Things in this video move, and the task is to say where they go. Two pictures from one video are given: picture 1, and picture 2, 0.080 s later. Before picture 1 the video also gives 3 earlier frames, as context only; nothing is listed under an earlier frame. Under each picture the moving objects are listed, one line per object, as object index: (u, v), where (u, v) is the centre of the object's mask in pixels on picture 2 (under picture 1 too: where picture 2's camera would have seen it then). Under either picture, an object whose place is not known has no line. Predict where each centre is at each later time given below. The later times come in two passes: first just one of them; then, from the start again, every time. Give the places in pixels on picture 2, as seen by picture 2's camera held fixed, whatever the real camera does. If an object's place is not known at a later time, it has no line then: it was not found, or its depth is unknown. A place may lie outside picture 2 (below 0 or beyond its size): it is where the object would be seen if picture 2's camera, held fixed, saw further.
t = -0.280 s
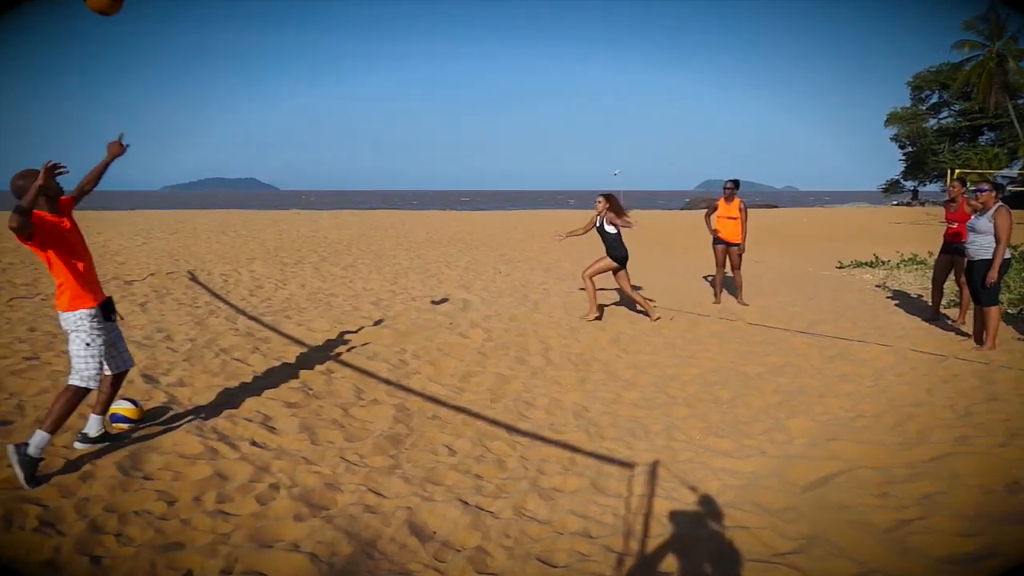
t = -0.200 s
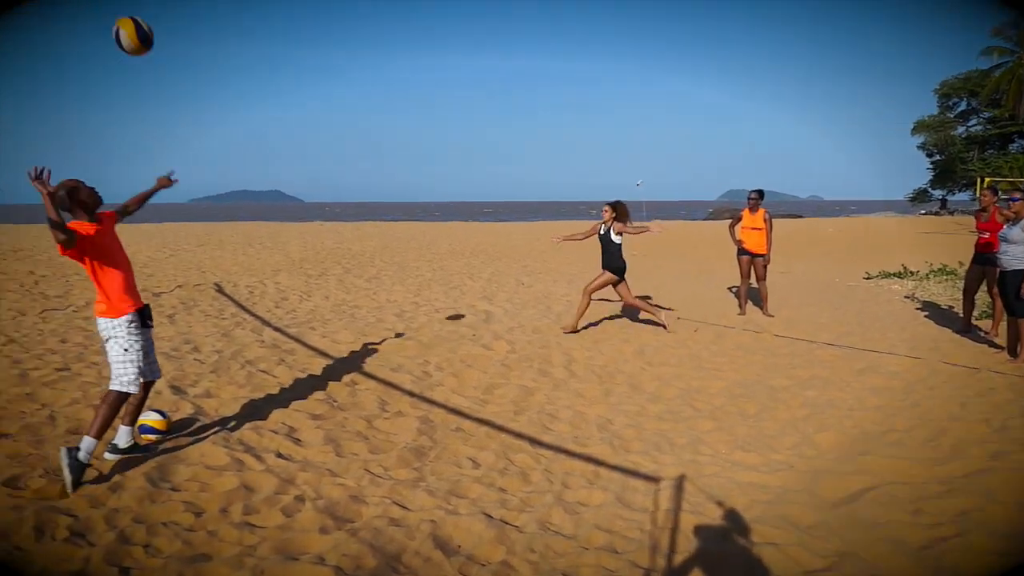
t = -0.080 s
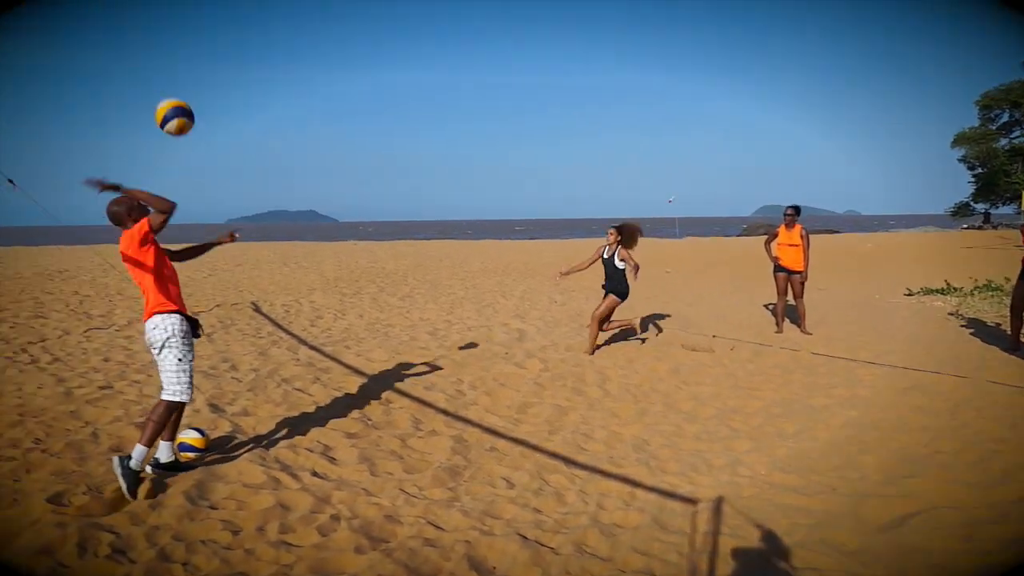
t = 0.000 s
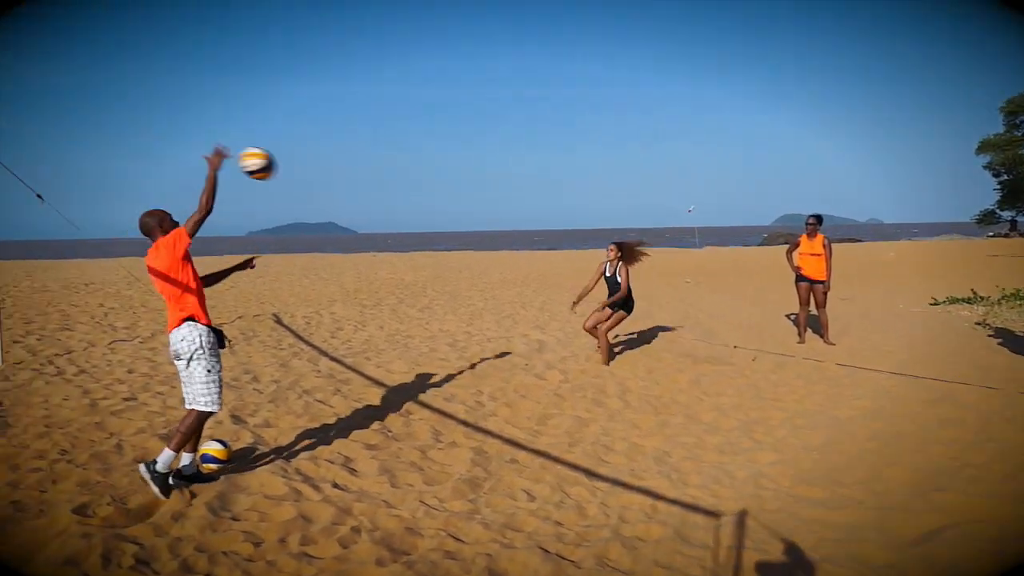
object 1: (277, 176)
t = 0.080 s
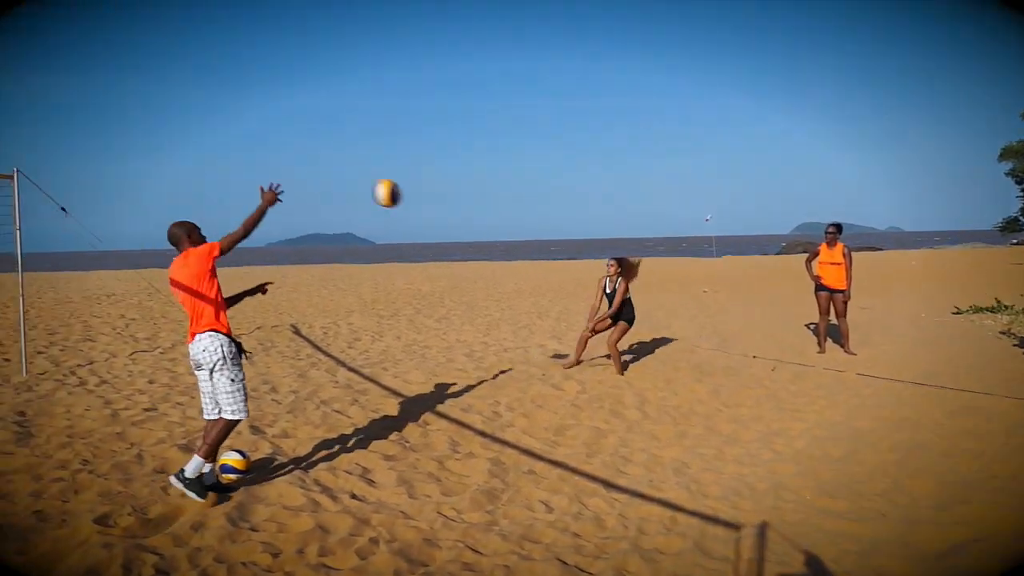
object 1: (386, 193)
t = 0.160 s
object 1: (468, 216)
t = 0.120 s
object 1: (430, 204)
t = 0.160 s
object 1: (468, 216)
